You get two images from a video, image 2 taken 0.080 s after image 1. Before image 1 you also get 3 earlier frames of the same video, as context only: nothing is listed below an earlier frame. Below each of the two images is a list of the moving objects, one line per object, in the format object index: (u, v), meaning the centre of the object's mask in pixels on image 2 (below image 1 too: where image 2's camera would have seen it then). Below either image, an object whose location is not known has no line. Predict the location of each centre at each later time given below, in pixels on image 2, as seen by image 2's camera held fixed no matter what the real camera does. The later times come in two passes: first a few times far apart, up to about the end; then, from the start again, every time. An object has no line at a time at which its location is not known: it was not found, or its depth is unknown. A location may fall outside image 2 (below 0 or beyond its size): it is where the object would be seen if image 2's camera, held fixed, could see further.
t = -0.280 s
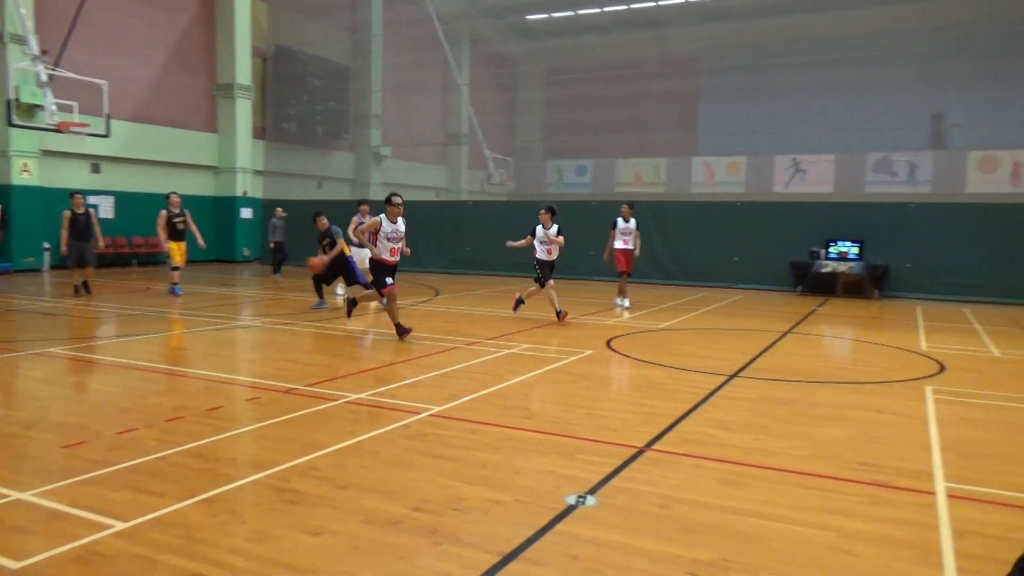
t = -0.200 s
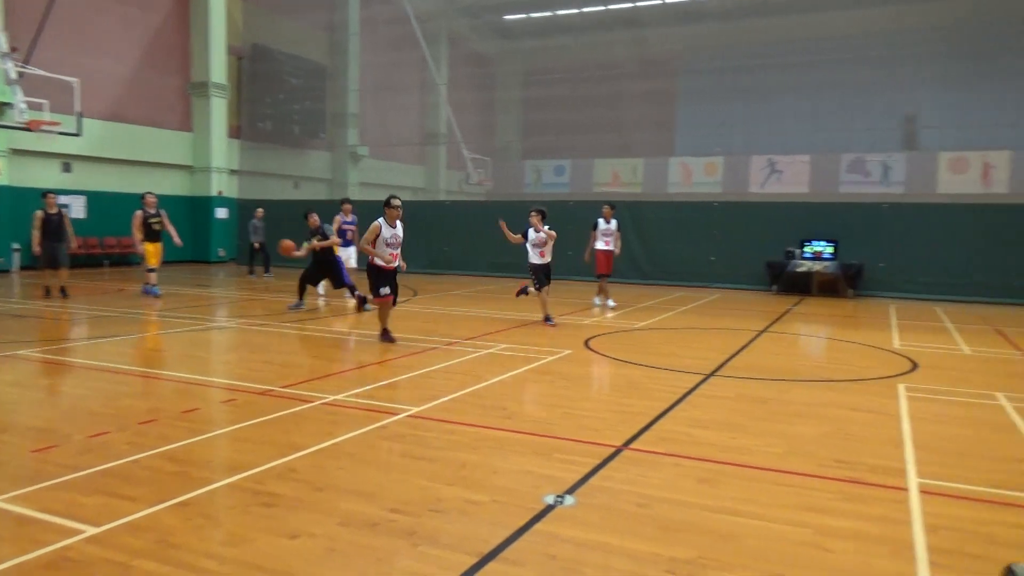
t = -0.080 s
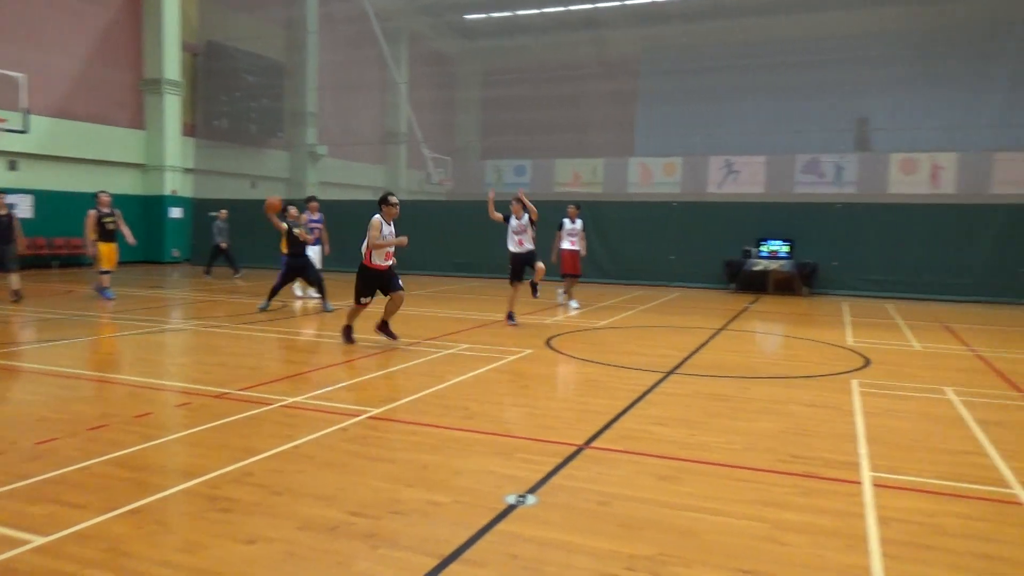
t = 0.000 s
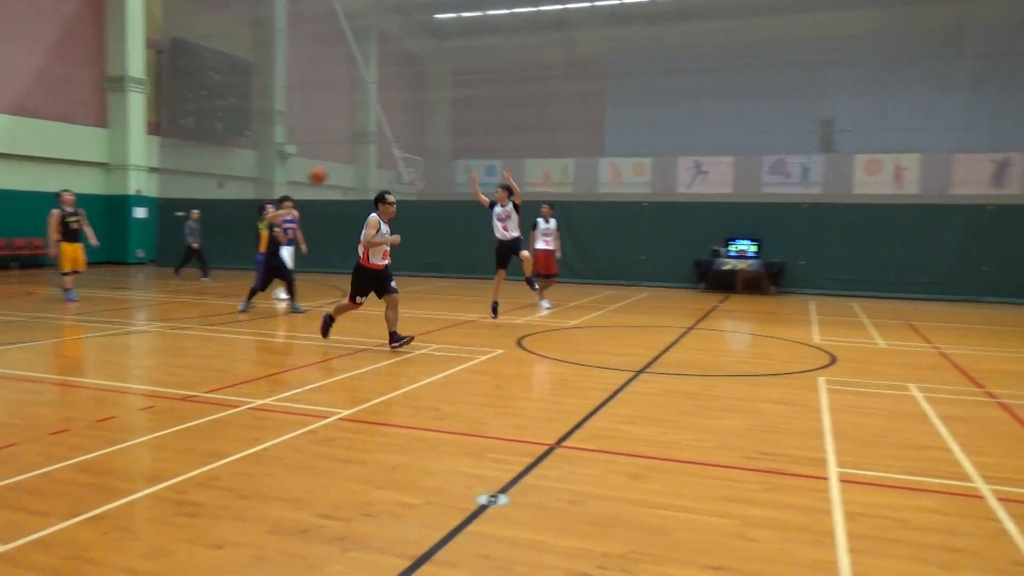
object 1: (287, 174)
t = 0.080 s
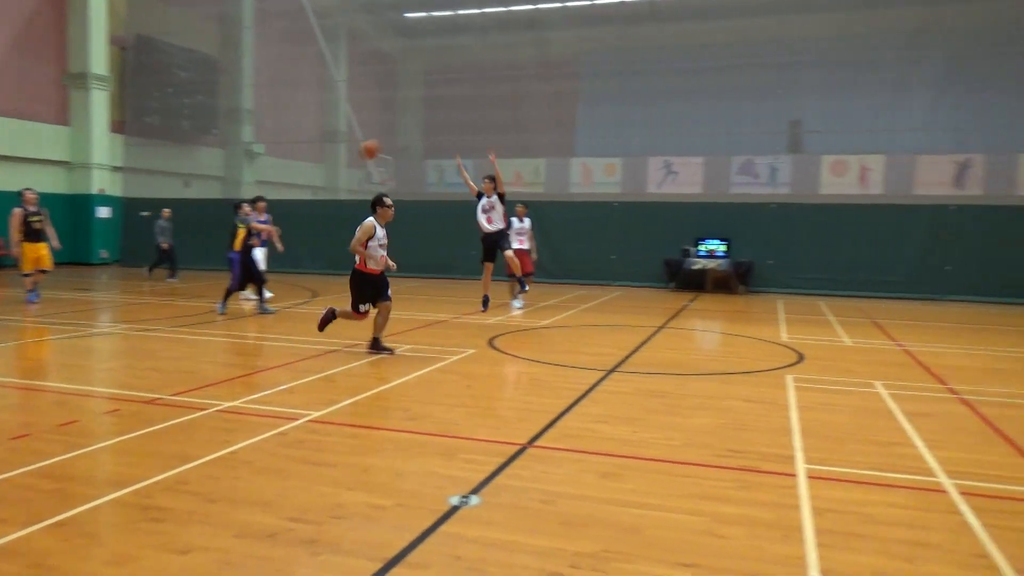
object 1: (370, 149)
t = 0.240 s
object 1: (538, 108)
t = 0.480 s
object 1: (806, 68)
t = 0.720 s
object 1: (1099, 63)
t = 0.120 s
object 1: (411, 138)
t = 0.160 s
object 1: (454, 127)
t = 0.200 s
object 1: (496, 117)
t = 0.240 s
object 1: (538, 108)
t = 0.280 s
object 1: (581, 99)
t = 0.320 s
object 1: (625, 92)
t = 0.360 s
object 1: (670, 85)
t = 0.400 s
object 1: (715, 79)
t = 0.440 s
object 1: (759, 73)
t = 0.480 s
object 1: (806, 68)
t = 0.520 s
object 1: (853, 66)
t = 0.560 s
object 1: (901, 63)
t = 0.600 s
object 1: (950, 61)
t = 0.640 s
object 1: (997, 61)
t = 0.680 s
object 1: (1047, 61)
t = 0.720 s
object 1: (1099, 63)
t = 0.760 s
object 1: (1152, 66)
